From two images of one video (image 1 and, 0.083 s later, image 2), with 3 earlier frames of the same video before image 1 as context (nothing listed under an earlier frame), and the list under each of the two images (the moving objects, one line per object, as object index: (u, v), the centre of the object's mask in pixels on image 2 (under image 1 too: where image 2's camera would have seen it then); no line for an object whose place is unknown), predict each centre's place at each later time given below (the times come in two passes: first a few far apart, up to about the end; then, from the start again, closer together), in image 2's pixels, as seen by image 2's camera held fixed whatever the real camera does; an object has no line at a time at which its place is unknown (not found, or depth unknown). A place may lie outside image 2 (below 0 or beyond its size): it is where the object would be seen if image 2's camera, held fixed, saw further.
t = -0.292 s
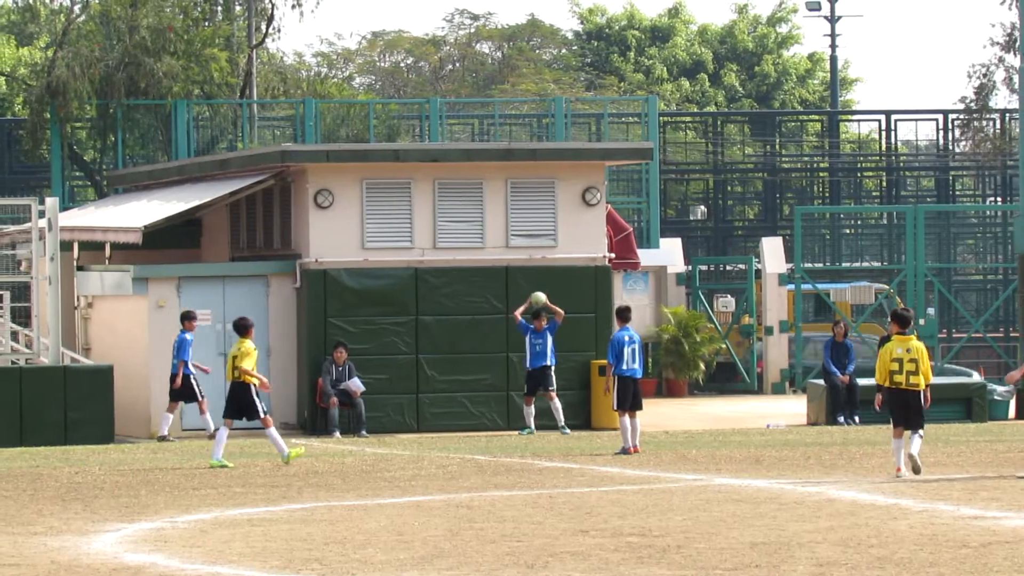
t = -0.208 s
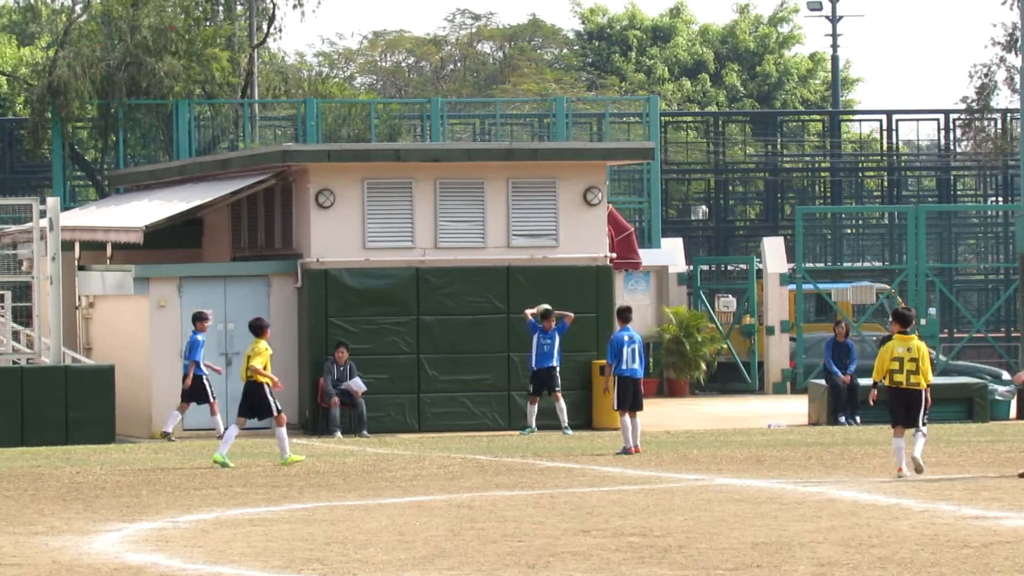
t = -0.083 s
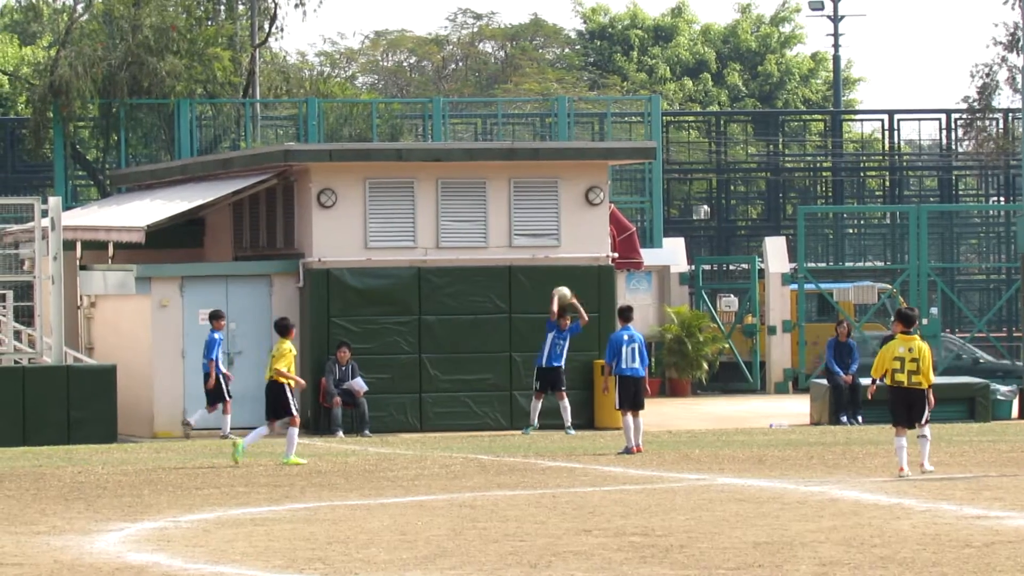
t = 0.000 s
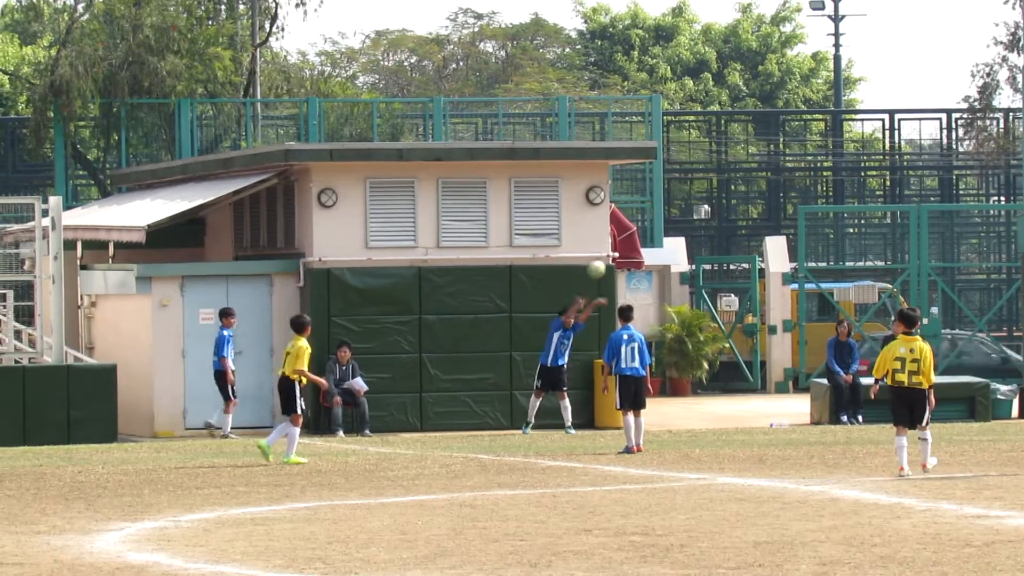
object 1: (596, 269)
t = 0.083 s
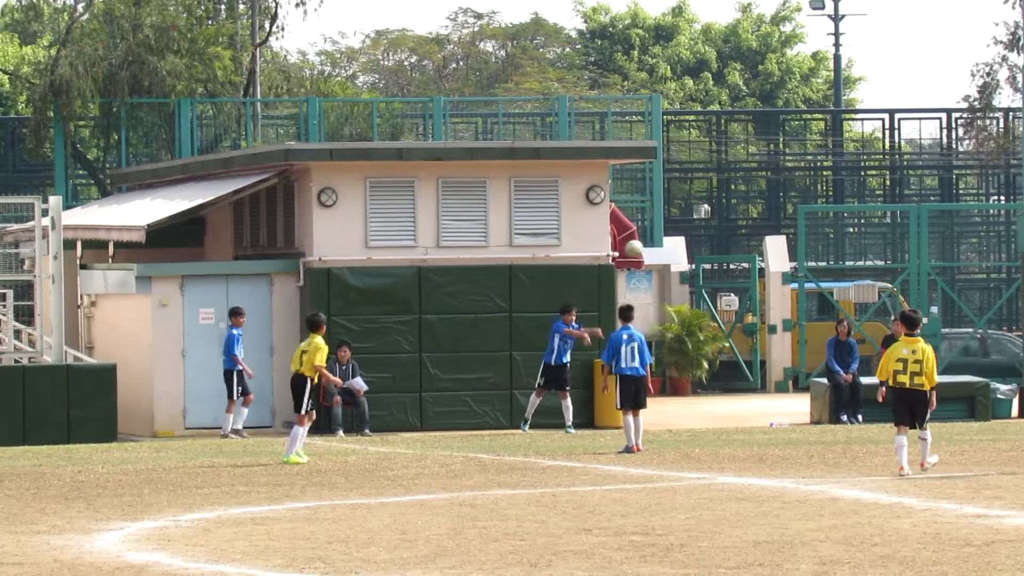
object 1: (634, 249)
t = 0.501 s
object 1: (831, 234)
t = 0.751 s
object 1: (953, 300)
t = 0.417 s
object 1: (790, 226)
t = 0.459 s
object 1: (810, 229)
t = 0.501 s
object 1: (831, 234)
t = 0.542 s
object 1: (850, 241)
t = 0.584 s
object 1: (871, 250)
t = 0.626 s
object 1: (892, 259)
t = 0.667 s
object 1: (912, 271)
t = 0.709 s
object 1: (933, 285)
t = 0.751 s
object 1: (953, 300)
